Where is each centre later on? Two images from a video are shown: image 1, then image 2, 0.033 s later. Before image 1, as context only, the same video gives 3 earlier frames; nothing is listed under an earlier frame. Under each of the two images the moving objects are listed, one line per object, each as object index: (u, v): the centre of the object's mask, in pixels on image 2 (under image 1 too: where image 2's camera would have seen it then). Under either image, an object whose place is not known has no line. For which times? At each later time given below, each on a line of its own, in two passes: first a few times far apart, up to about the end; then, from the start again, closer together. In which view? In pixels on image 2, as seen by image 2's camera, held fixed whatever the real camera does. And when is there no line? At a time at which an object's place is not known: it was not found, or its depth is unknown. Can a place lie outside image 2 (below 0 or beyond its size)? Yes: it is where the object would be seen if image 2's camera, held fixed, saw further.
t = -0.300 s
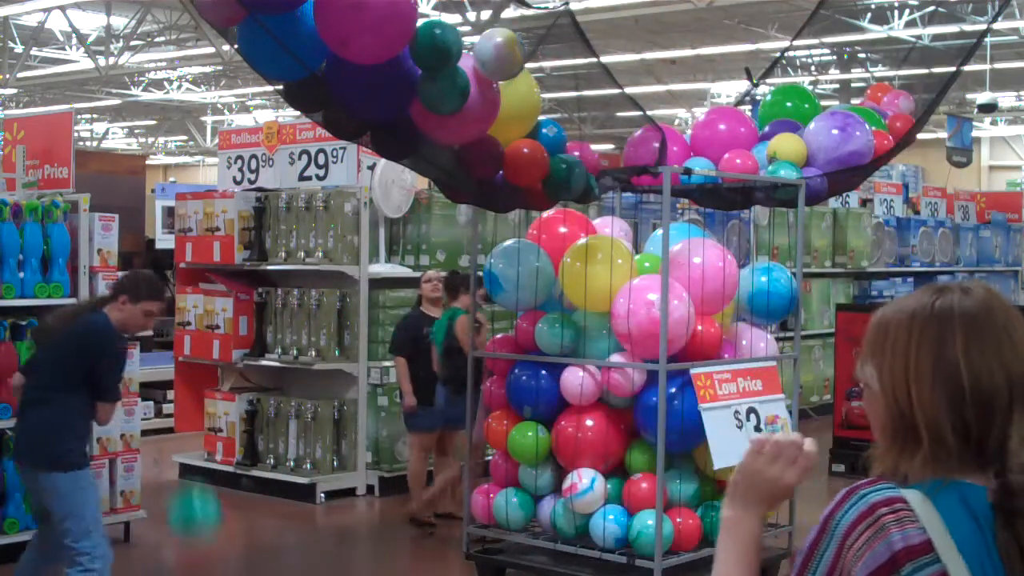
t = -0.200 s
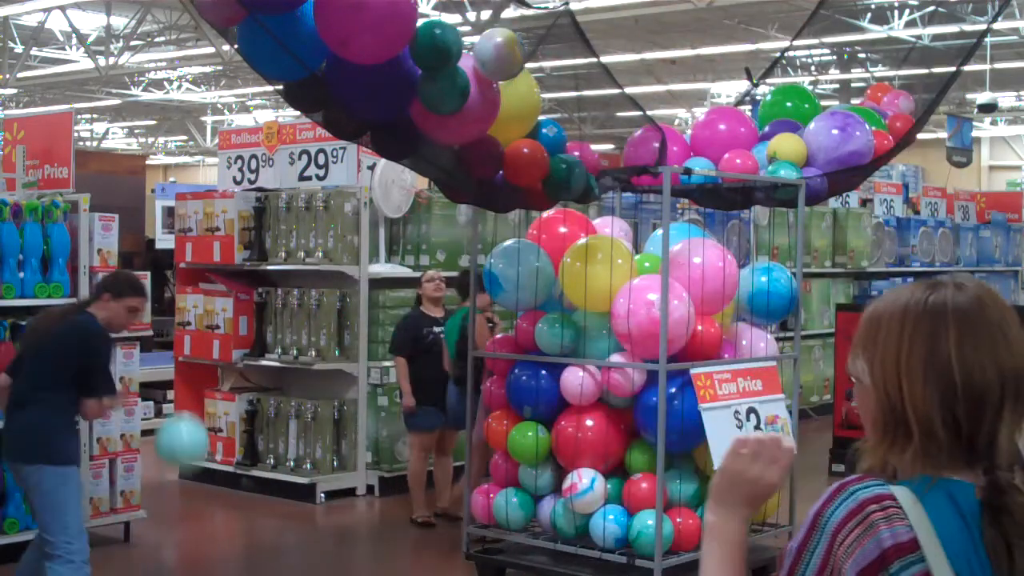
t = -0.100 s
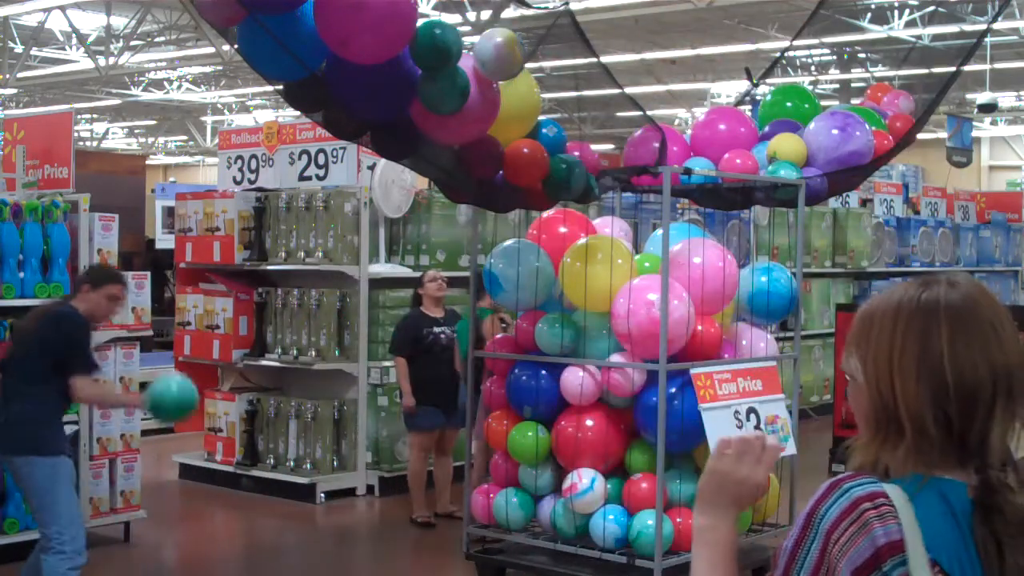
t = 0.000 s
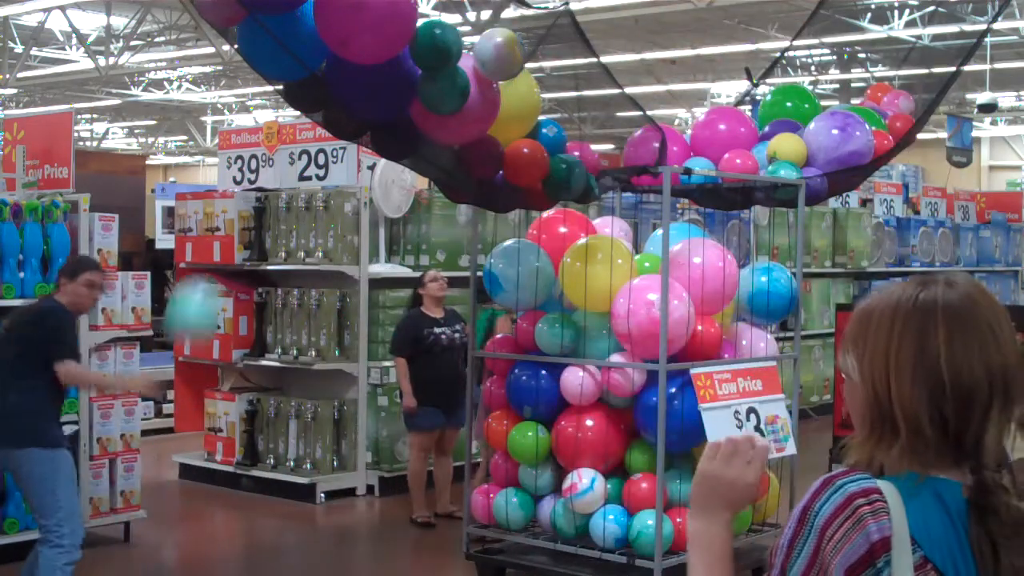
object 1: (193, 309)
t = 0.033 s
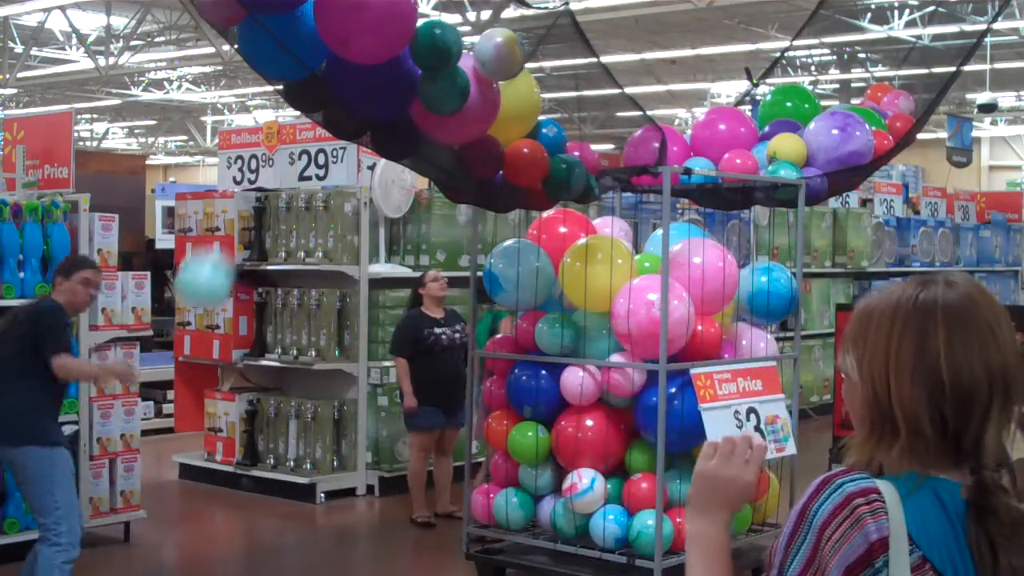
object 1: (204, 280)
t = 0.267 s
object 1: (288, 99)
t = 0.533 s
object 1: (394, 42)
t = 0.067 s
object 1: (215, 253)
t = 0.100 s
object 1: (228, 219)
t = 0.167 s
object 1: (248, 172)
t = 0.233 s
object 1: (275, 121)
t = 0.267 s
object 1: (288, 99)
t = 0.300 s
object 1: (300, 80)
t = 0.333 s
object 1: (310, 68)
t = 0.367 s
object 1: (321, 55)
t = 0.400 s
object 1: (335, 44)
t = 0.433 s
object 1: (349, 39)
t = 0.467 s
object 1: (363, 36)
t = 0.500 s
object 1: (377, 38)
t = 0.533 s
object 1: (394, 42)
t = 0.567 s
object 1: (413, 48)
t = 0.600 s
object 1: (435, 61)
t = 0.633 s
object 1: (453, 81)
